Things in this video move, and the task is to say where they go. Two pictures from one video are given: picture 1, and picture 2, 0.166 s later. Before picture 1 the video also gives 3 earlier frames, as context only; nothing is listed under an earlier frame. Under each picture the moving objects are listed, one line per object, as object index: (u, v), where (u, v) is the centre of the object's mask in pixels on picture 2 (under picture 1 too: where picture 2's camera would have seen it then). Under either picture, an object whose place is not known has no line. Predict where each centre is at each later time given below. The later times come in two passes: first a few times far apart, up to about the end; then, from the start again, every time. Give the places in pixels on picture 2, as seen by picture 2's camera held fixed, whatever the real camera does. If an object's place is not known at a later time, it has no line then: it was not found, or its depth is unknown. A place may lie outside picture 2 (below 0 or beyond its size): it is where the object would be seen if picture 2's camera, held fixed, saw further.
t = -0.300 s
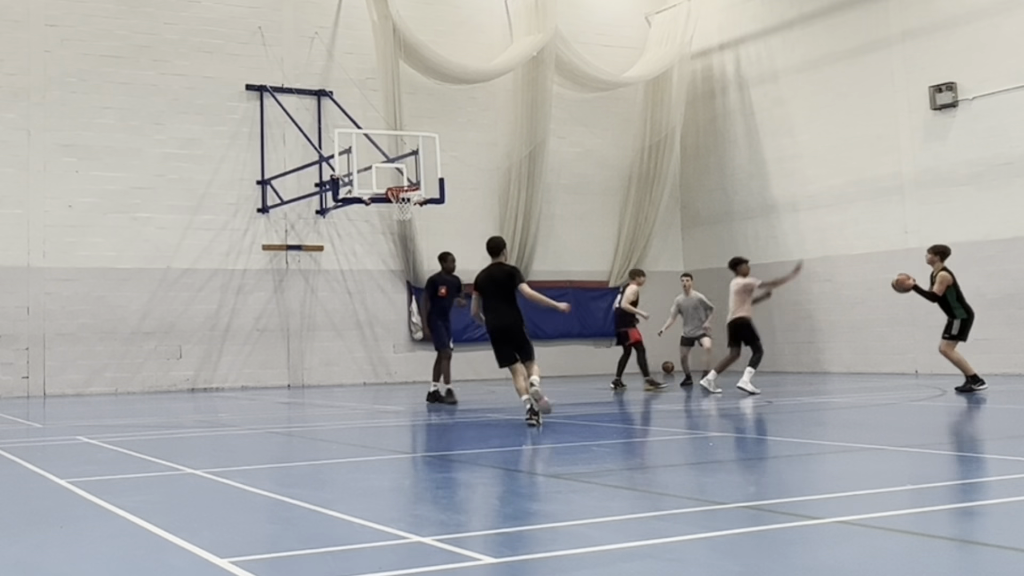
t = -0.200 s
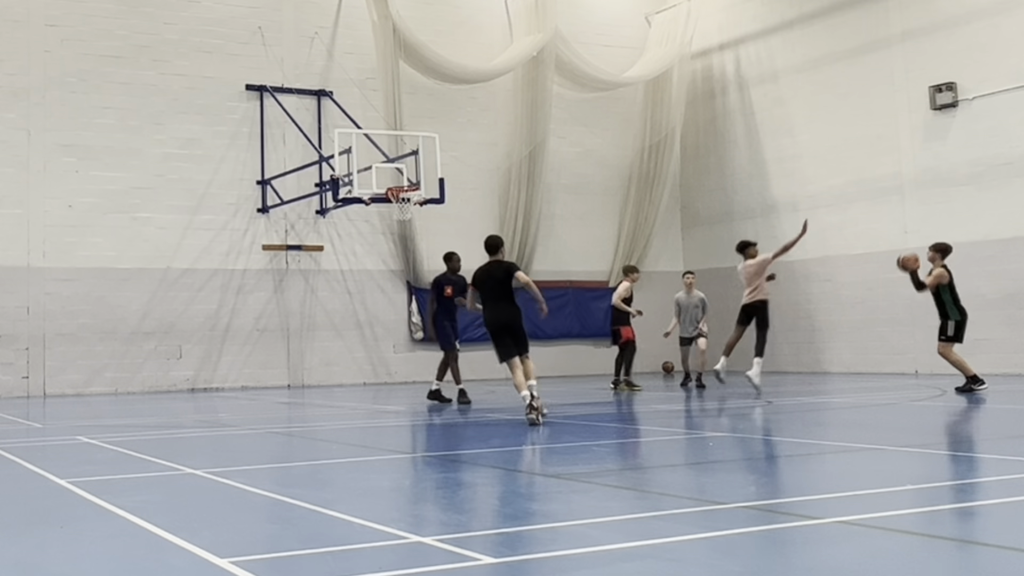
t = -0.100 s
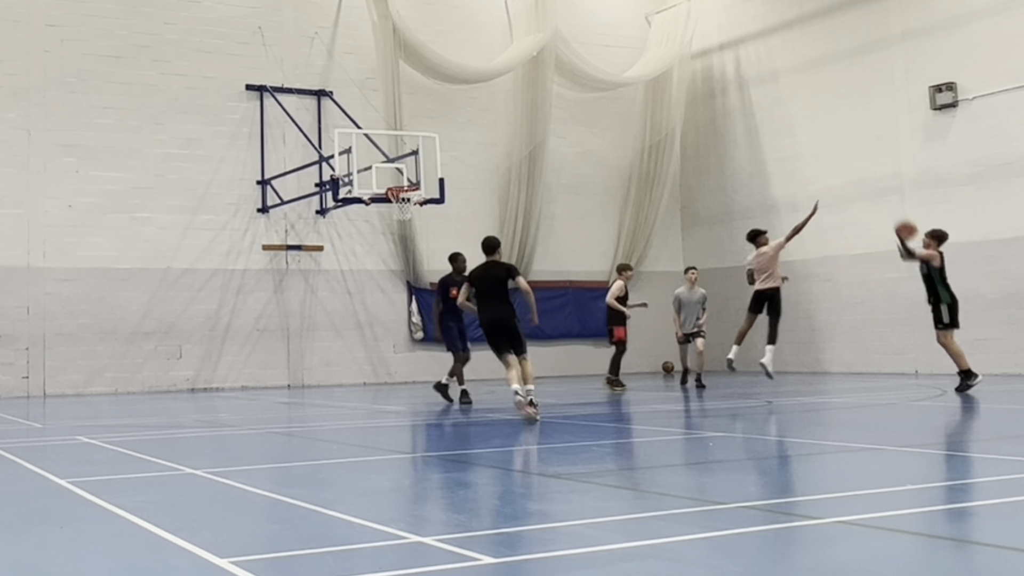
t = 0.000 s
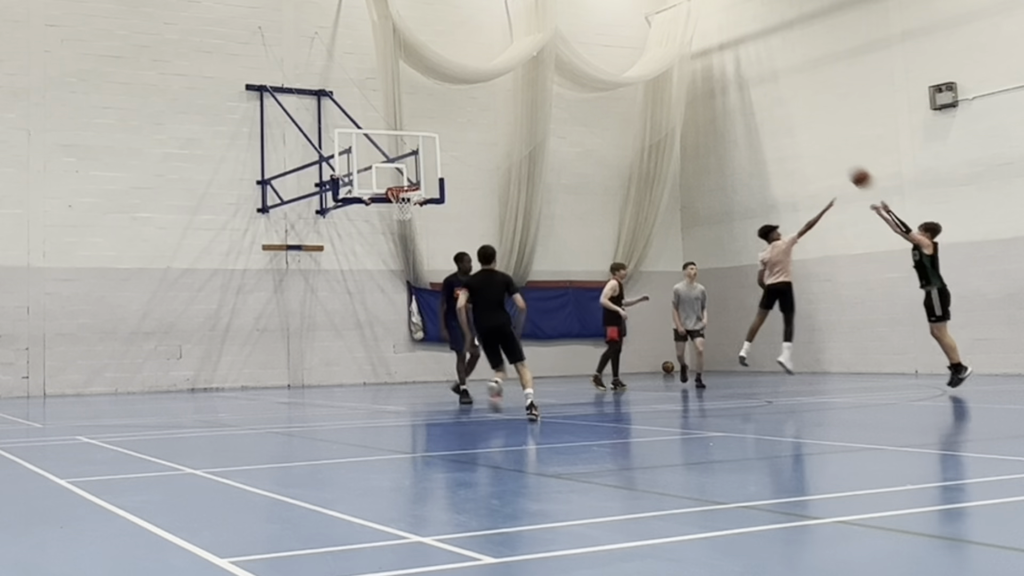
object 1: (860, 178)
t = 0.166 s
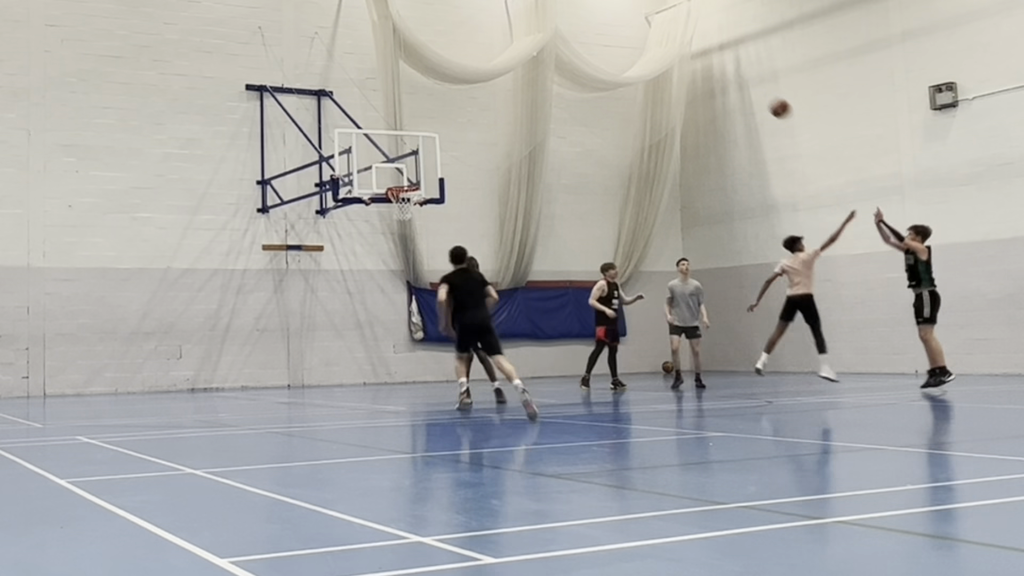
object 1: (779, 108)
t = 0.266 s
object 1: (736, 81)
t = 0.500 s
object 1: (641, 46)
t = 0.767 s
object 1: (547, 54)
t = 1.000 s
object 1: (475, 99)
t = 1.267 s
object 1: (399, 187)
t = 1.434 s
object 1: (392, 233)
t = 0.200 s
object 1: (765, 98)
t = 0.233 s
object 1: (749, 88)
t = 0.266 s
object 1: (736, 81)
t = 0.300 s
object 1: (722, 73)
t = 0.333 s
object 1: (708, 67)
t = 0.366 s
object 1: (694, 60)
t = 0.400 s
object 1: (681, 55)
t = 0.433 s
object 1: (667, 51)
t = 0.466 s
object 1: (654, 48)
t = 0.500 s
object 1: (641, 46)
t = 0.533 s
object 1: (629, 44)
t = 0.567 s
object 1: (617, 43)
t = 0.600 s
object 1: (605, 43)
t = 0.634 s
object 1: (593, 44)
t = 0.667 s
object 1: (581, 45)
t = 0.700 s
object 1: (570, 47)
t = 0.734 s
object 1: (559, 50)
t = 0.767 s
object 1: (547, 54)
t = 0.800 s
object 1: (537, 58)
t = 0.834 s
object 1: (527, 63)
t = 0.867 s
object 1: (516, 69)
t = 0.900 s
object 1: (506, 75)
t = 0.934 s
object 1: (496, 83)
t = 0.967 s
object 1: (485, 90)
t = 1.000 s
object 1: (475, 99)
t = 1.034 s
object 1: (466, 107)
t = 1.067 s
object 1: (456, 117)
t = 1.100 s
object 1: (447, 127)
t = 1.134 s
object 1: (437, 138)
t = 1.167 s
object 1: (428, 149)
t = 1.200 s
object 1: (419, 161)
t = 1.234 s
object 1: (410, 174)
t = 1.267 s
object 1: (399, 187)
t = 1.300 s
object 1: (393, 197)
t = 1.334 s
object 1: (393, 207)
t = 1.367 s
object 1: (392, 215)
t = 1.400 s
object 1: (392, 224)
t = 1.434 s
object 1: (392, 233)
